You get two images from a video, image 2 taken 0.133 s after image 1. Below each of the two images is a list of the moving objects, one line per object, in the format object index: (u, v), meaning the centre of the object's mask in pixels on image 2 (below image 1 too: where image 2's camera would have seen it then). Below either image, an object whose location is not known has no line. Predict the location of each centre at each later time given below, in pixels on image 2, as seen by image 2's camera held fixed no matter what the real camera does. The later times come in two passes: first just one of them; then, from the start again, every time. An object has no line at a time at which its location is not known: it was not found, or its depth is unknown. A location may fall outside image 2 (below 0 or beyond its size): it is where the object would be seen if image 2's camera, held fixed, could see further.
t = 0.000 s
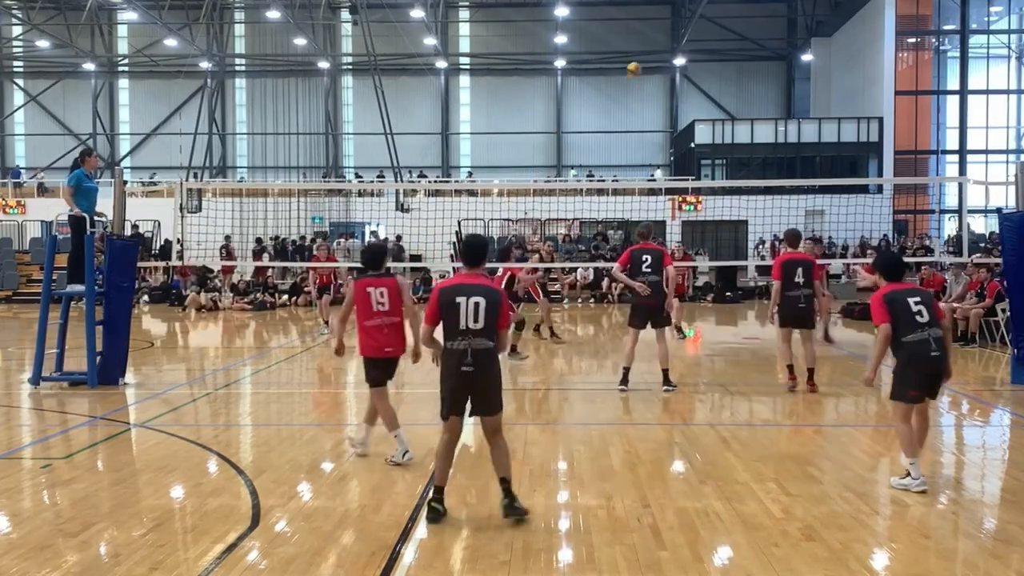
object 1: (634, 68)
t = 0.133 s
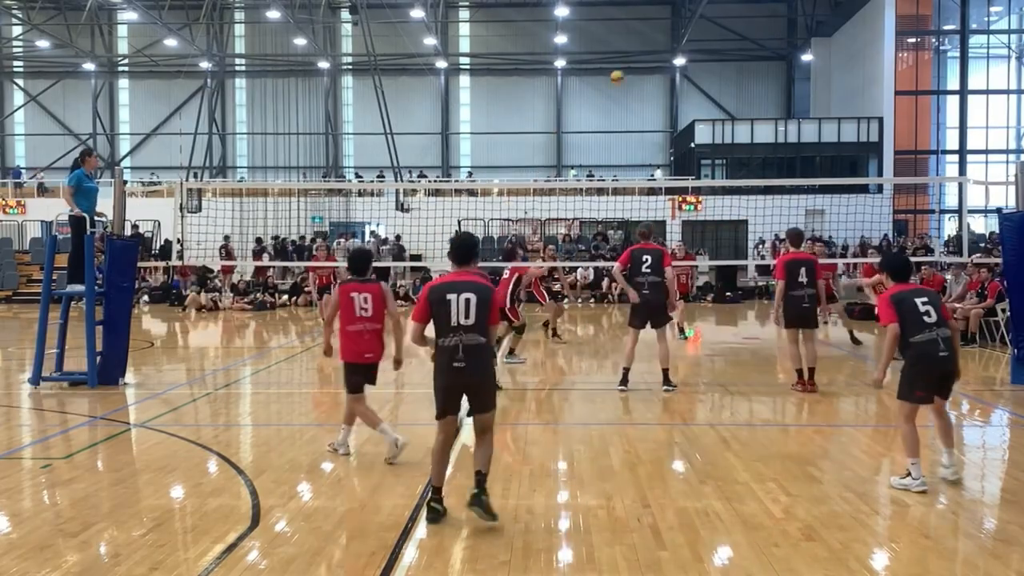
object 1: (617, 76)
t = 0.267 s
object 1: (596, 98)
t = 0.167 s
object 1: (611, 82)
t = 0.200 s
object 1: (606, 86)
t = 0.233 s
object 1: (601, 92)
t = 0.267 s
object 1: (596, 98)
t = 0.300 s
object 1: (591, 105)
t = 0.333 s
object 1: (586, 113)
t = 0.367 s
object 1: (581, 121)
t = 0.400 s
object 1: (577, 131)
